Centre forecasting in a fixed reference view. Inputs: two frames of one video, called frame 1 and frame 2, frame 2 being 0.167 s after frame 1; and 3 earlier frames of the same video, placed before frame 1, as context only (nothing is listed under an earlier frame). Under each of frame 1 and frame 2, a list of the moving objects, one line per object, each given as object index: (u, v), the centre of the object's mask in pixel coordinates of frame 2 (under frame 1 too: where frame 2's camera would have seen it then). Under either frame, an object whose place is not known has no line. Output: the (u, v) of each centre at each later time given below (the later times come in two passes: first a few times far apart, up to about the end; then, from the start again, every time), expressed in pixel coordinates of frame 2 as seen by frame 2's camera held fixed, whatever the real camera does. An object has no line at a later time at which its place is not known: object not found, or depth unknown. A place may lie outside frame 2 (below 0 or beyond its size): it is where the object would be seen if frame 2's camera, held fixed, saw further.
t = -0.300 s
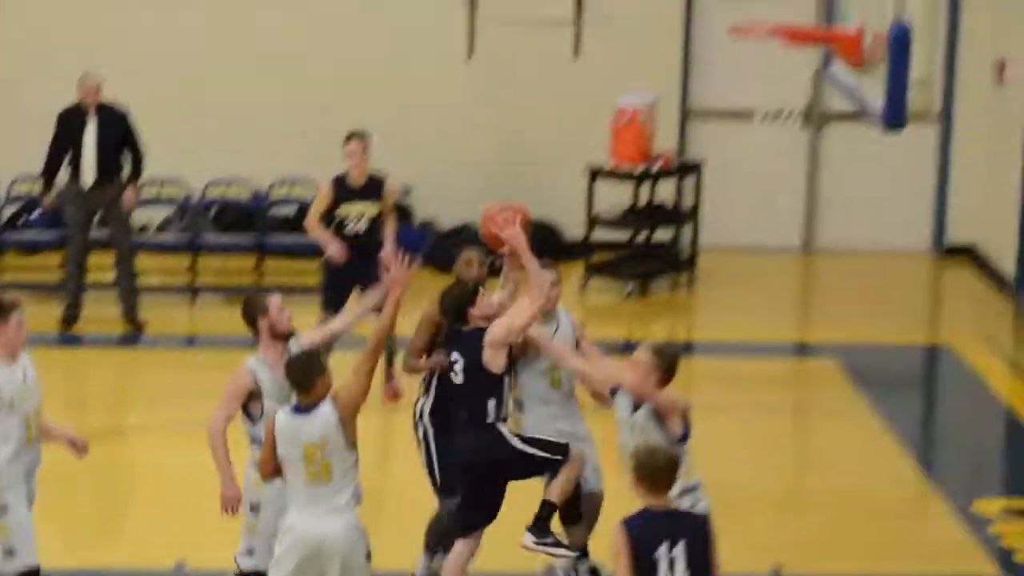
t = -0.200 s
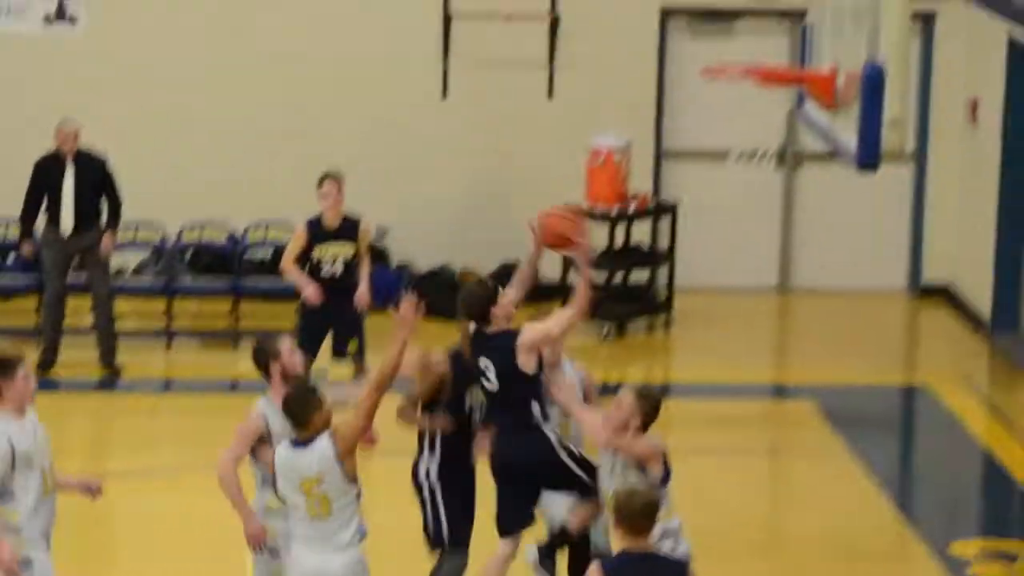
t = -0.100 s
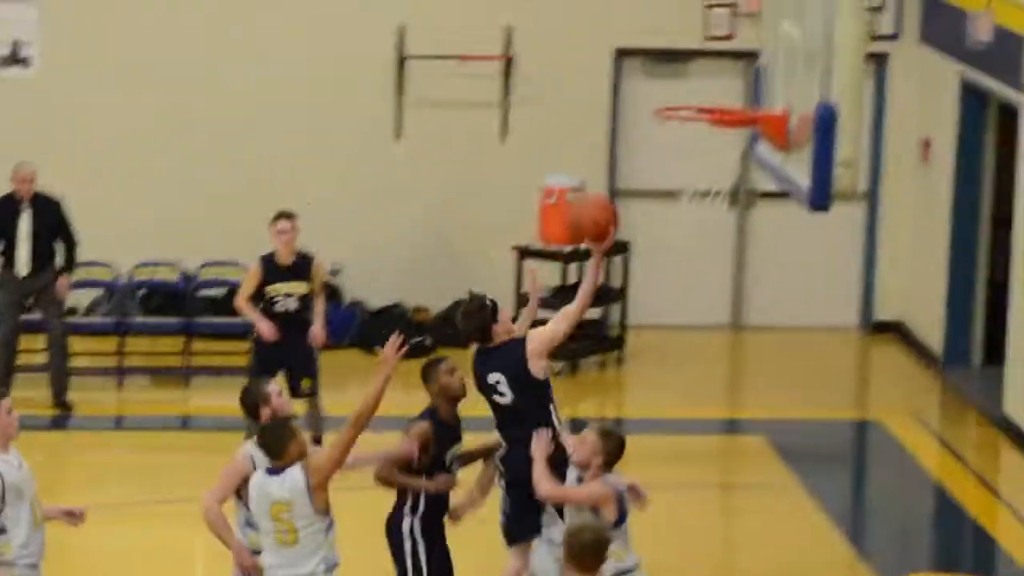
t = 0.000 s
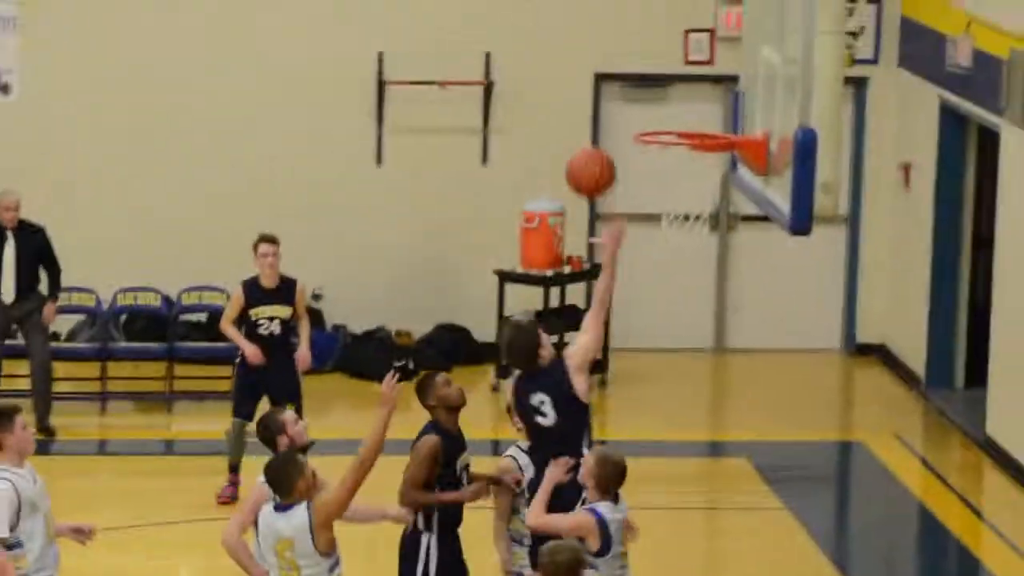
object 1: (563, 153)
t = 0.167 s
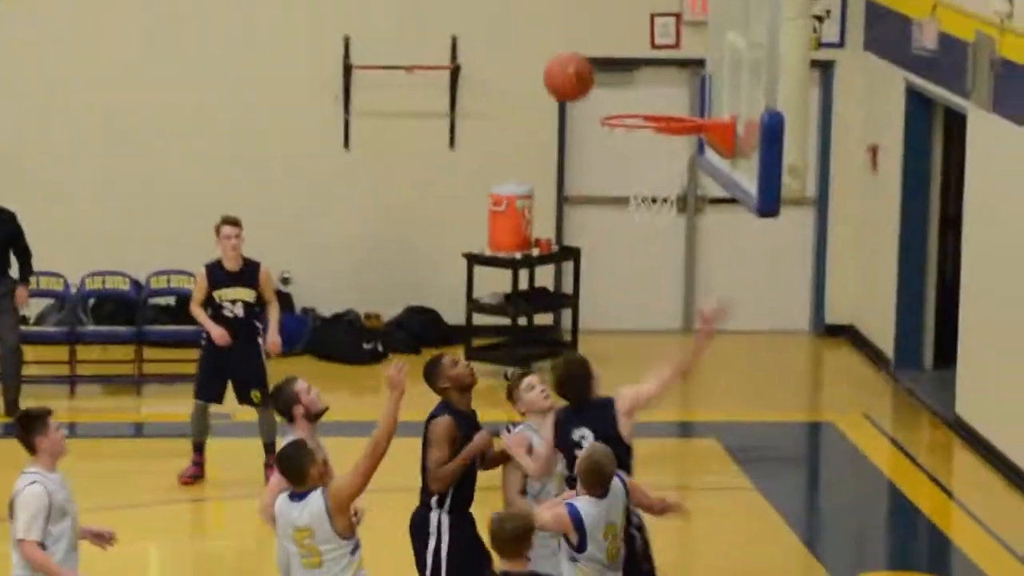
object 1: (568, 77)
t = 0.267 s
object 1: (572, 55)
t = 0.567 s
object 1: (581, 100)
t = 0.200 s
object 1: (569, 69)
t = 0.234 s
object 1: (570, 61)
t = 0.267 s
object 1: (572, 55)
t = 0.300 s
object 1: (573, 52)
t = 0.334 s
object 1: (575, 56)
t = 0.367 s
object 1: (578, 55)
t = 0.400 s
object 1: (575, 58)
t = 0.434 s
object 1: (578, 66)
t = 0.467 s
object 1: (583, 73)
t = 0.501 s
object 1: (582, 84)
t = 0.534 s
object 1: (584, 102)
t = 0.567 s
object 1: (581, 100)
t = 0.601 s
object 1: (578, 102)
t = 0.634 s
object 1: (574, 109)
